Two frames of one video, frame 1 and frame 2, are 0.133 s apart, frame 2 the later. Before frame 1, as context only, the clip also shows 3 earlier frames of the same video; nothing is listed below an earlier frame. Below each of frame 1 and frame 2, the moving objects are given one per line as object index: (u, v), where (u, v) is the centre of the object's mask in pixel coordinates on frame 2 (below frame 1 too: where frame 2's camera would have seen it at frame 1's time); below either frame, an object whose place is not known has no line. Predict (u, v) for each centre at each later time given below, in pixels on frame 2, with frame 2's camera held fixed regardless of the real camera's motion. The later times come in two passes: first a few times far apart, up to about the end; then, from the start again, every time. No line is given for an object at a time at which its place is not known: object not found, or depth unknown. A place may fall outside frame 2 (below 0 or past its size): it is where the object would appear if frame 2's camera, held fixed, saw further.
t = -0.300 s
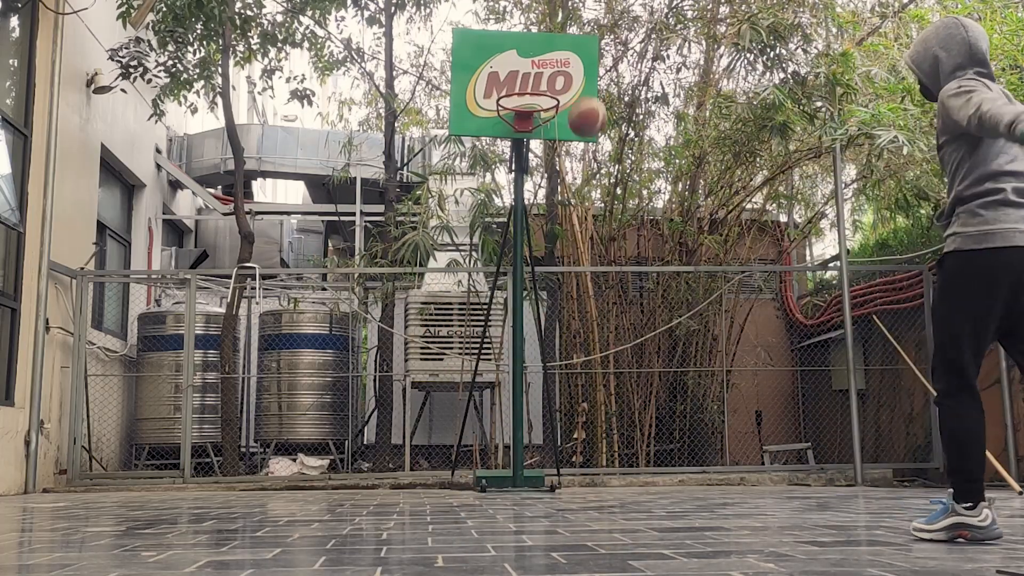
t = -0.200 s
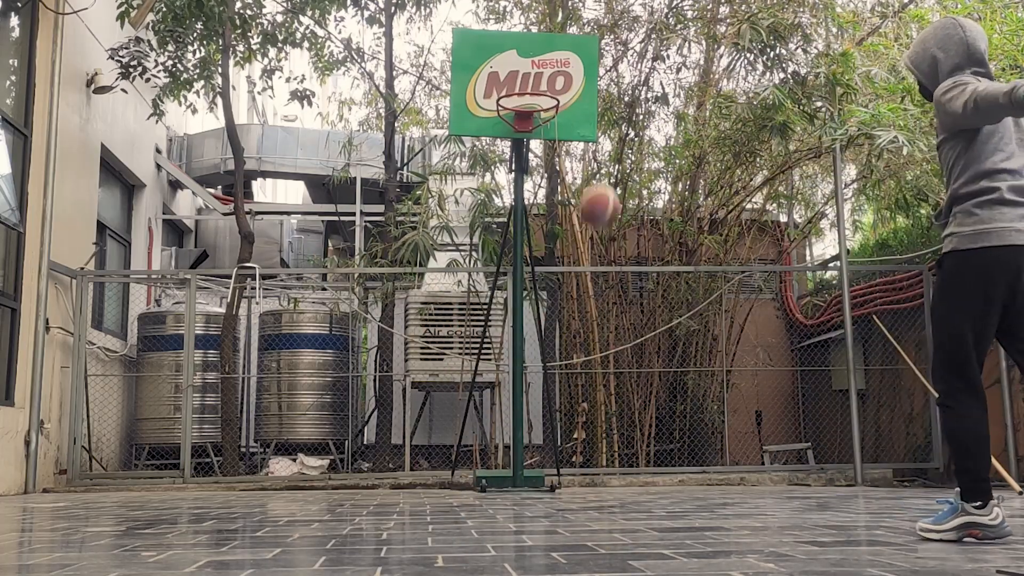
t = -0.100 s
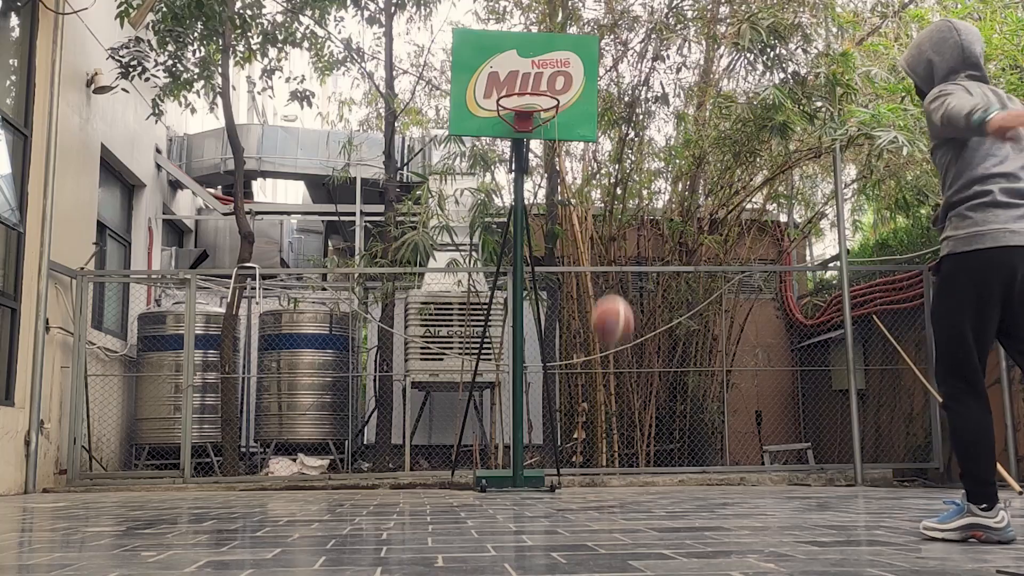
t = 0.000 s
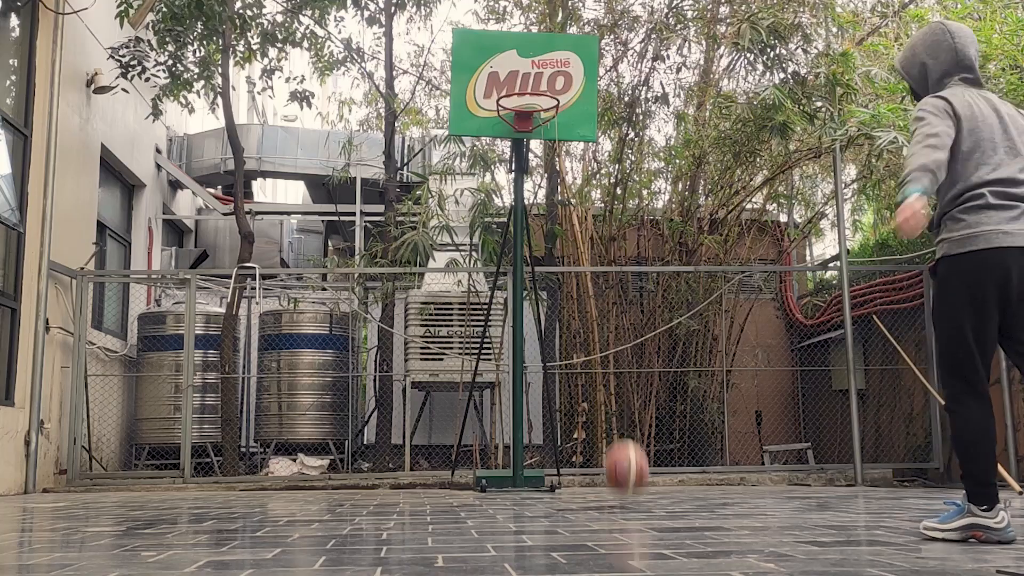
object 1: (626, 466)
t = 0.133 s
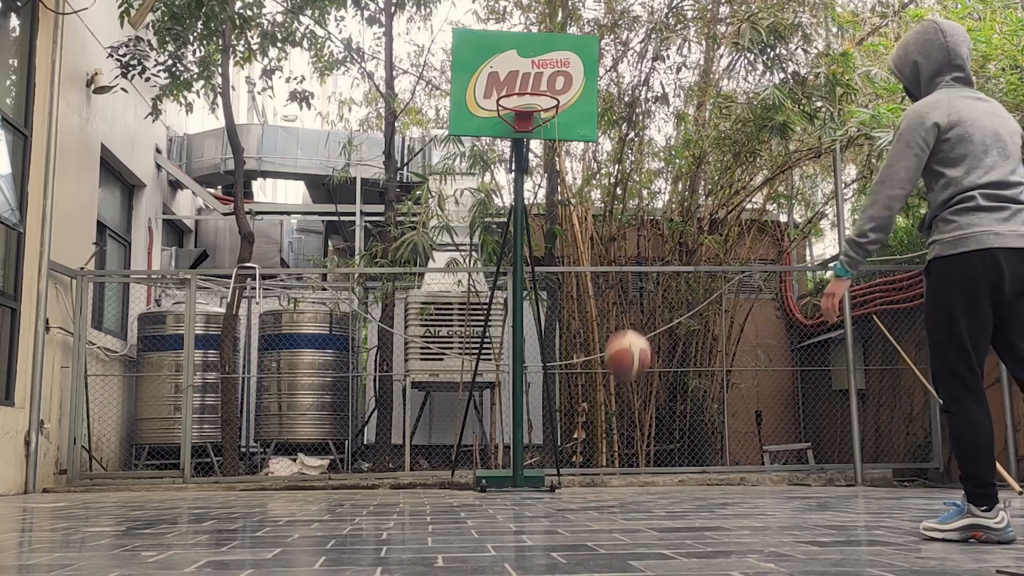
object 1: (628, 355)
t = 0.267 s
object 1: (629, 236)
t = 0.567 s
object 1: (637, 78)
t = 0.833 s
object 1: (650, 66)
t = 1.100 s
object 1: (672, 200)
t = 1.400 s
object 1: (701, 431)
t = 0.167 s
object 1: (627, 321)
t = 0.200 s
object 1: (628, 291)
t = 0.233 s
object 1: (629, 263)
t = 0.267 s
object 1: (629, 236)
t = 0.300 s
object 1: (630, 211)
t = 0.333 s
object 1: (631, 188)
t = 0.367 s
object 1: (631, 166)
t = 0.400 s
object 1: (632, 146)
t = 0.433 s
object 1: (633, 129)
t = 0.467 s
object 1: (634, 114)
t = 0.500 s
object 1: (635, 100)
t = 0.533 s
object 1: (637, 88)
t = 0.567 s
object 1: (637, 78)
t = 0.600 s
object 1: (639, 69)
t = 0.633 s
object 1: (640, 62)
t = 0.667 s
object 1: (642, 58)
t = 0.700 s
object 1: (643, 56)
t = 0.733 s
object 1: (645, 55)
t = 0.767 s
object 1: (647, 57)
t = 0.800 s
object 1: (648, 60)
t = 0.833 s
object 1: (650, 66)
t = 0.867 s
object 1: (653, 75)
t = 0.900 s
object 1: (655, 85)
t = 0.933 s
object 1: (657, 97)
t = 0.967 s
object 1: (659, 112)
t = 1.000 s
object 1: (662, 130)
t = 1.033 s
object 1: (665, 152)
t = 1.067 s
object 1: (668, 173)
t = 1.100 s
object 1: (672, 200)
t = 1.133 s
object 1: (674, 230)
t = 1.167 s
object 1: (677, 262)
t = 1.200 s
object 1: (681, 297)
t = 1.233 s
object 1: (685, 335)
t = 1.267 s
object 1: (689, 380)
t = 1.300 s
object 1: (693, 426)
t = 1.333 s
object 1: (697, 476)
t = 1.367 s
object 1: (700, 467)
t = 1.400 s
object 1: (701, 431)
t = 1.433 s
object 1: (703, 395)
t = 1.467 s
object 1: (705, 362)
